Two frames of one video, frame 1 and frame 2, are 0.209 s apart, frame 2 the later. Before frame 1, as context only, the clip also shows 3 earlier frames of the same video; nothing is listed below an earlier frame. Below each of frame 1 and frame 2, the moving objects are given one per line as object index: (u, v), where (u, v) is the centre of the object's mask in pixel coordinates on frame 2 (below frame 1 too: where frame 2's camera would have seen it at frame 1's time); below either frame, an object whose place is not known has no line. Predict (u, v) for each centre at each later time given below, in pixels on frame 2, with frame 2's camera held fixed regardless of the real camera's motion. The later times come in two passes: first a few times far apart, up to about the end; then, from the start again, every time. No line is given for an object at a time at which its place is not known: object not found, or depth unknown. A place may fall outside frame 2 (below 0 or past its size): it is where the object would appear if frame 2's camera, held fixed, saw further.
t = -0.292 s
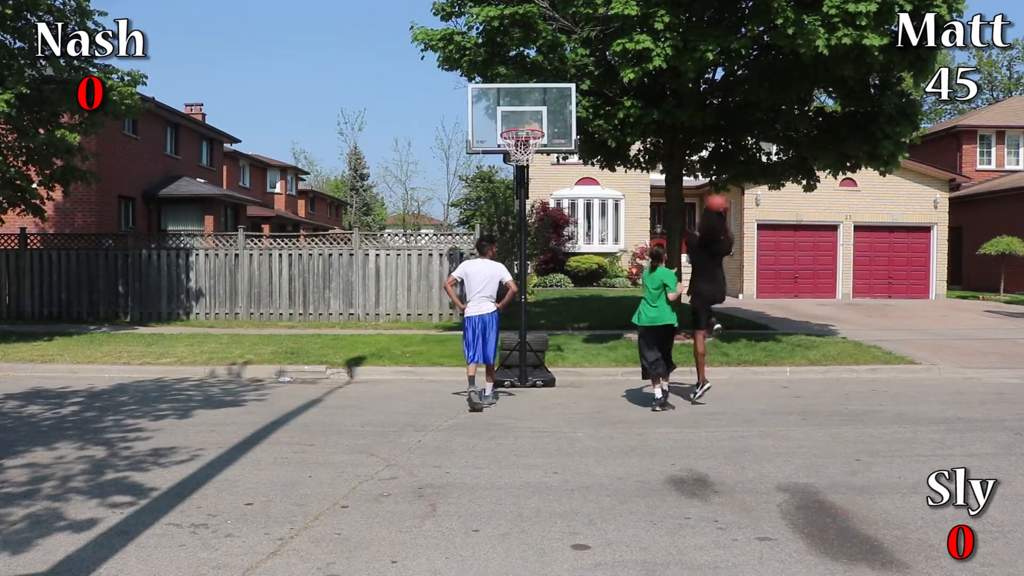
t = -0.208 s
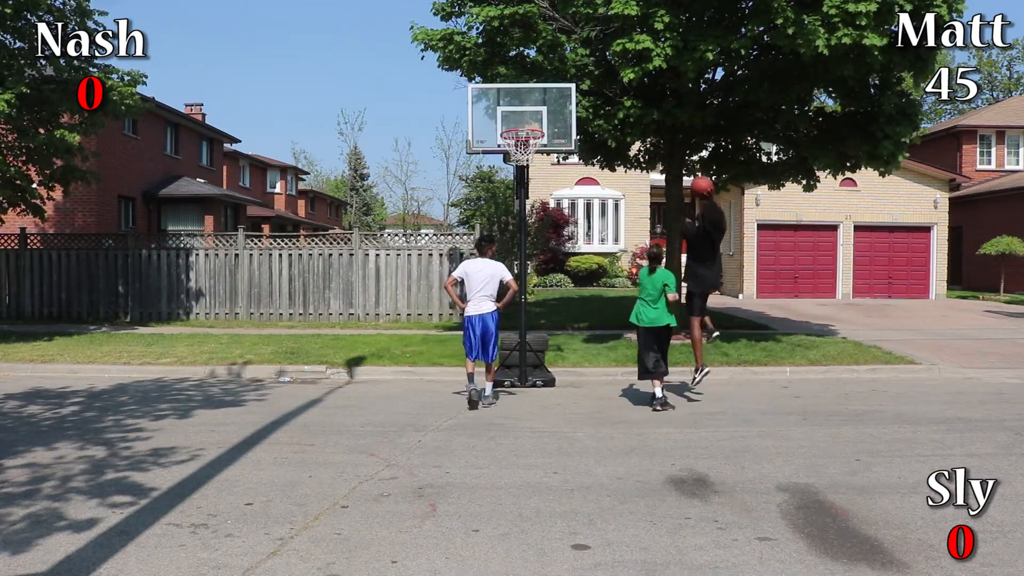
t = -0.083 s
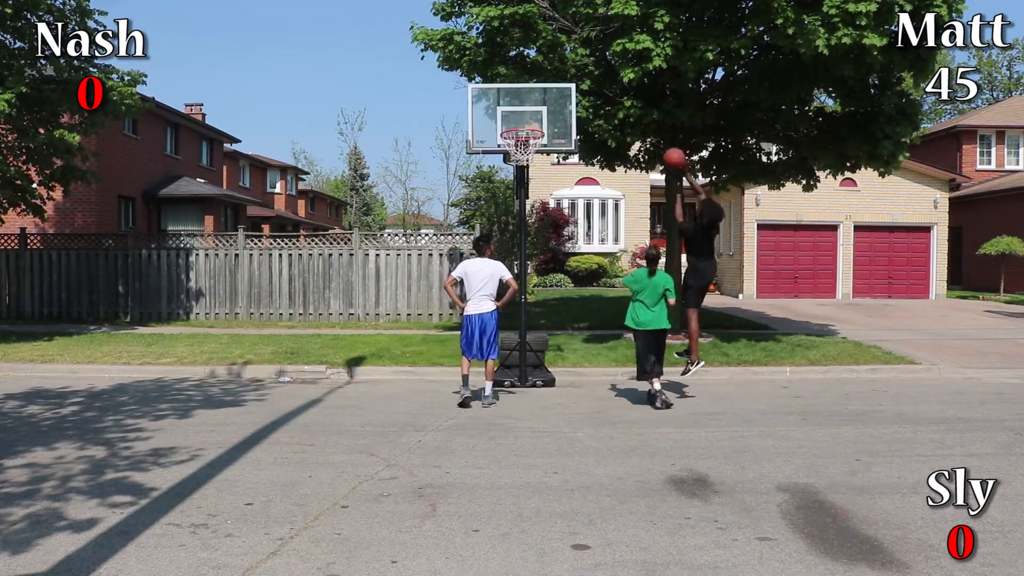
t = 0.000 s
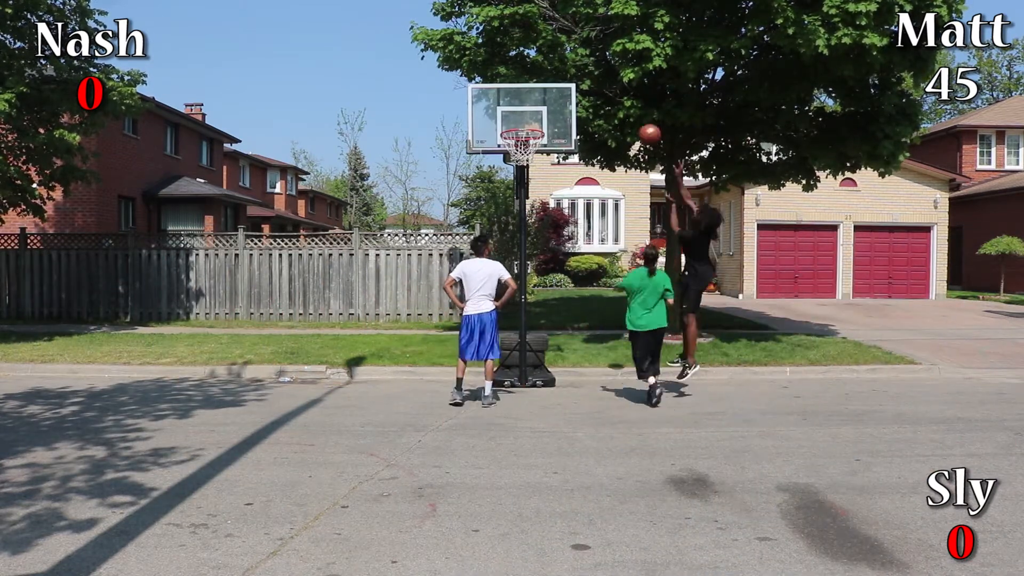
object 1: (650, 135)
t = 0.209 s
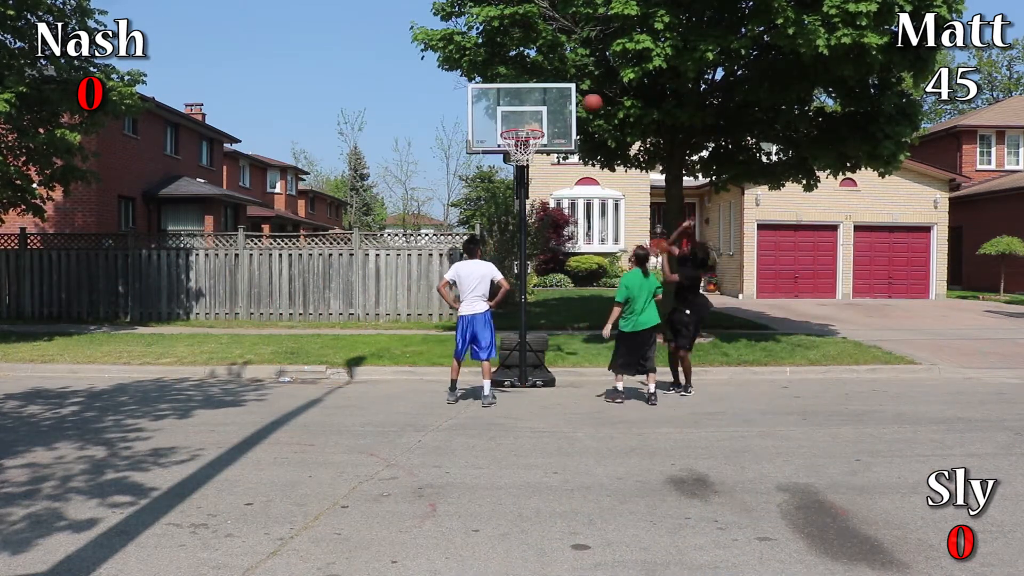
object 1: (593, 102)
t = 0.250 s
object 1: (582, 102)
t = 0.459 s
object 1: (530, 116)
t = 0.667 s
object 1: (509, 141)
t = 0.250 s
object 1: (582, 102)
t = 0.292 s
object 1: (571, 102)
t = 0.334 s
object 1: (560, 104)
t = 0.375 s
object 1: (550, 106)
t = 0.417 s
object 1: (540, 111)
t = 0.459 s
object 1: (530, 116)
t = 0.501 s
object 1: (525, 120)
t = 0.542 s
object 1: (520, 122)
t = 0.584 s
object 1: (515, 128)
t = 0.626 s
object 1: (512, 138)
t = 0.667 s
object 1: (509, 141)
